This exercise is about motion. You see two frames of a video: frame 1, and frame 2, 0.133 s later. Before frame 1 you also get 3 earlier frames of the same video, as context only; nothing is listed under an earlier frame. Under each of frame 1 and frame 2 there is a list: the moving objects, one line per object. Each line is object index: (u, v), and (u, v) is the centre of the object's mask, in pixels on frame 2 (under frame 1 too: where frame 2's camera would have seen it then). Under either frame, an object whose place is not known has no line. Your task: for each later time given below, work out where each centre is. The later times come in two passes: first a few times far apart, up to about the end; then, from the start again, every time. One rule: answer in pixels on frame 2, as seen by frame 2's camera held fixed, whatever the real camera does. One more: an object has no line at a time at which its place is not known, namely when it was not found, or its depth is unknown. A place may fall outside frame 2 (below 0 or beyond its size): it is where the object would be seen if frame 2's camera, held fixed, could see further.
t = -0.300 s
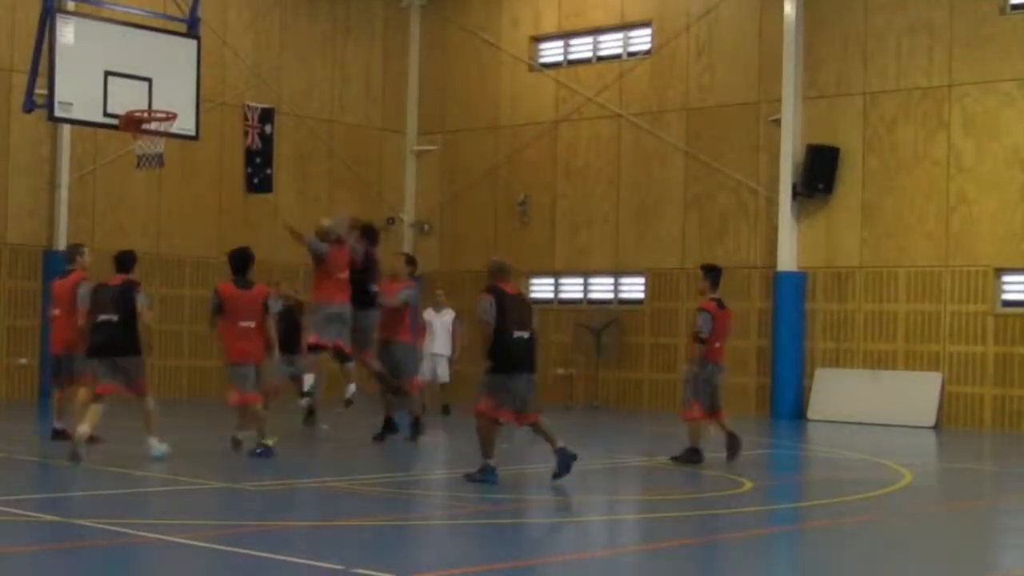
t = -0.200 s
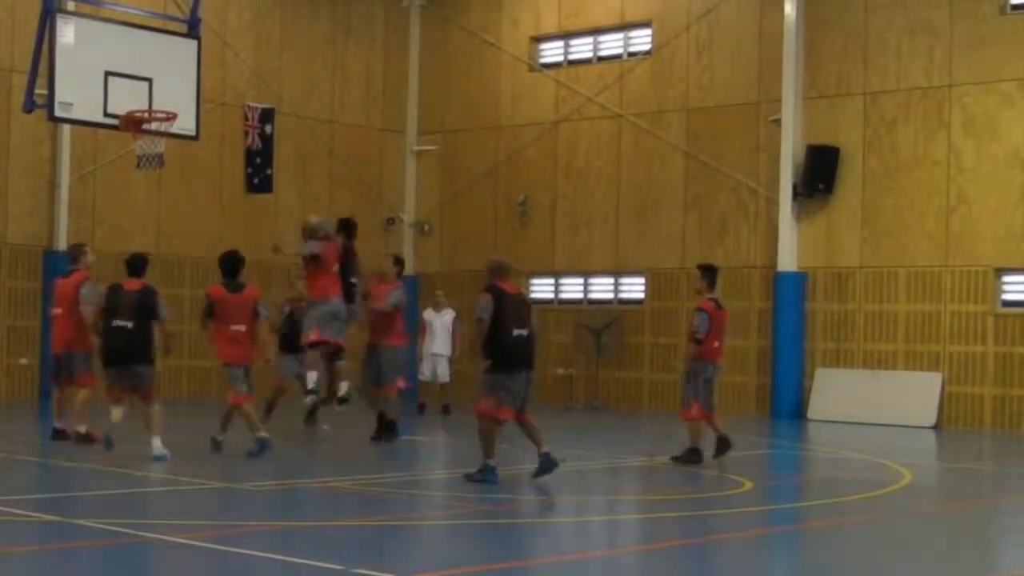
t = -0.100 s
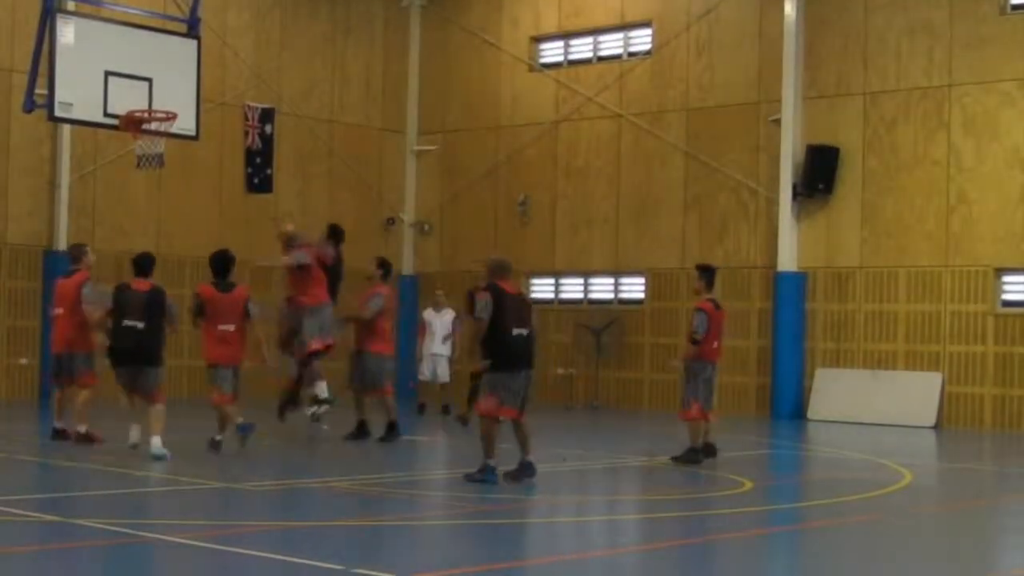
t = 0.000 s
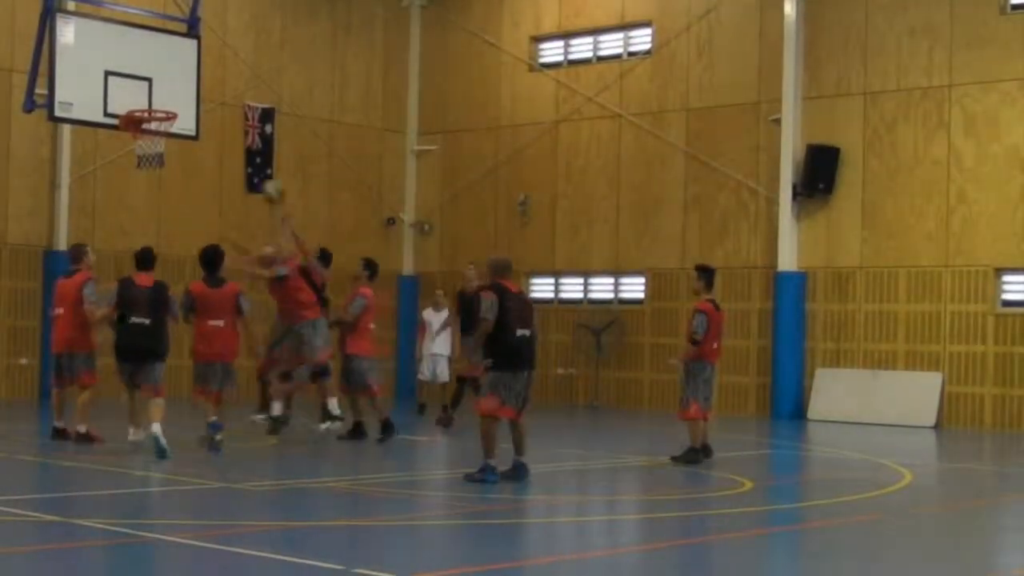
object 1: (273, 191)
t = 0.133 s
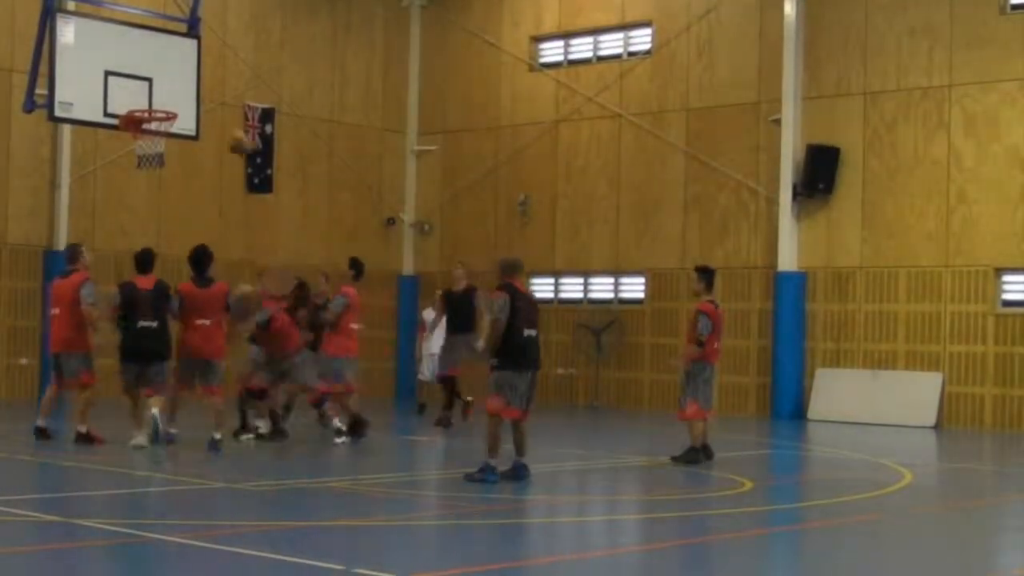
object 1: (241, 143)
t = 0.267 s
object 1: (207, 112)
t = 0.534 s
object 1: (150, 100)
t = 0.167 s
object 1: (230, 134)
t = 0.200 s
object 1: (222, 124)
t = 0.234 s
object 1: (212, 118)
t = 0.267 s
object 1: (207, 112)
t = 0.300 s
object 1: (194, 106)
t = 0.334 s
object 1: (186, 103)
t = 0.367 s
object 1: (177, 100)
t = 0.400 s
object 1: (167, 98)
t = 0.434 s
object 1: (159, 98)
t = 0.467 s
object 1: (149, 98)
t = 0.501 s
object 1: (150, 99)
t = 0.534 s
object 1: (150, 100)
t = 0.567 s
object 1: (150, 103)
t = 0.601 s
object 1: (150, 104)
